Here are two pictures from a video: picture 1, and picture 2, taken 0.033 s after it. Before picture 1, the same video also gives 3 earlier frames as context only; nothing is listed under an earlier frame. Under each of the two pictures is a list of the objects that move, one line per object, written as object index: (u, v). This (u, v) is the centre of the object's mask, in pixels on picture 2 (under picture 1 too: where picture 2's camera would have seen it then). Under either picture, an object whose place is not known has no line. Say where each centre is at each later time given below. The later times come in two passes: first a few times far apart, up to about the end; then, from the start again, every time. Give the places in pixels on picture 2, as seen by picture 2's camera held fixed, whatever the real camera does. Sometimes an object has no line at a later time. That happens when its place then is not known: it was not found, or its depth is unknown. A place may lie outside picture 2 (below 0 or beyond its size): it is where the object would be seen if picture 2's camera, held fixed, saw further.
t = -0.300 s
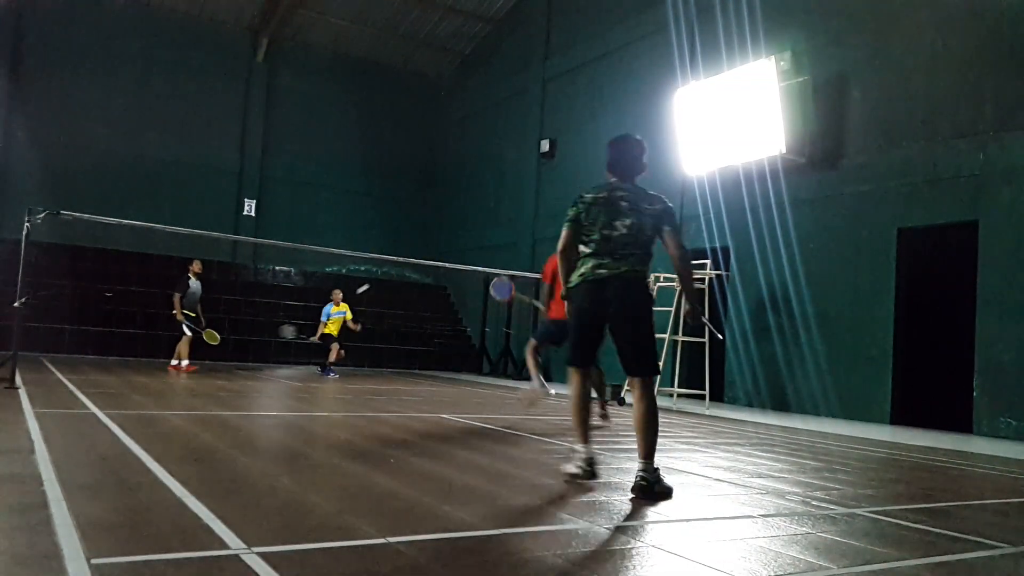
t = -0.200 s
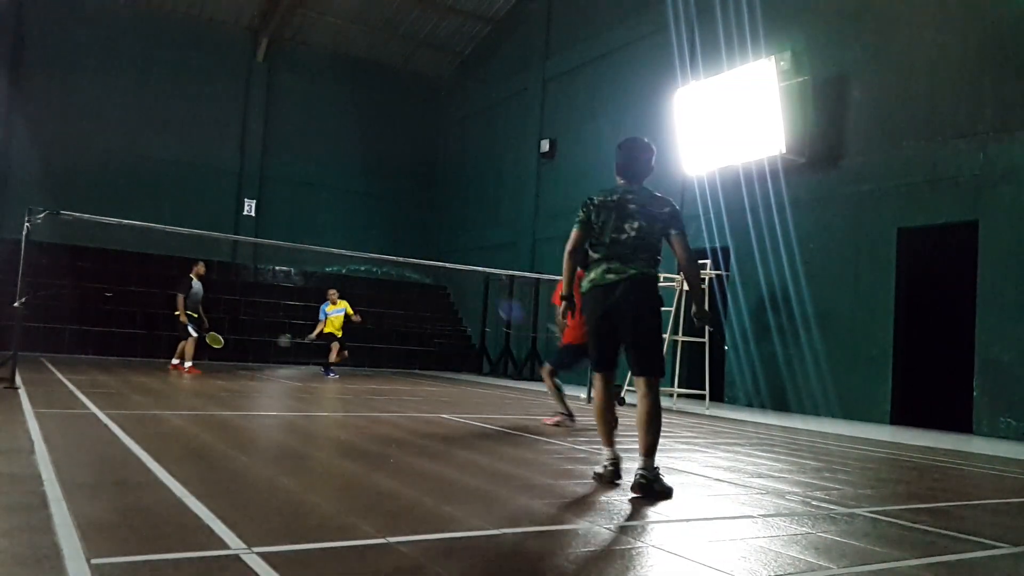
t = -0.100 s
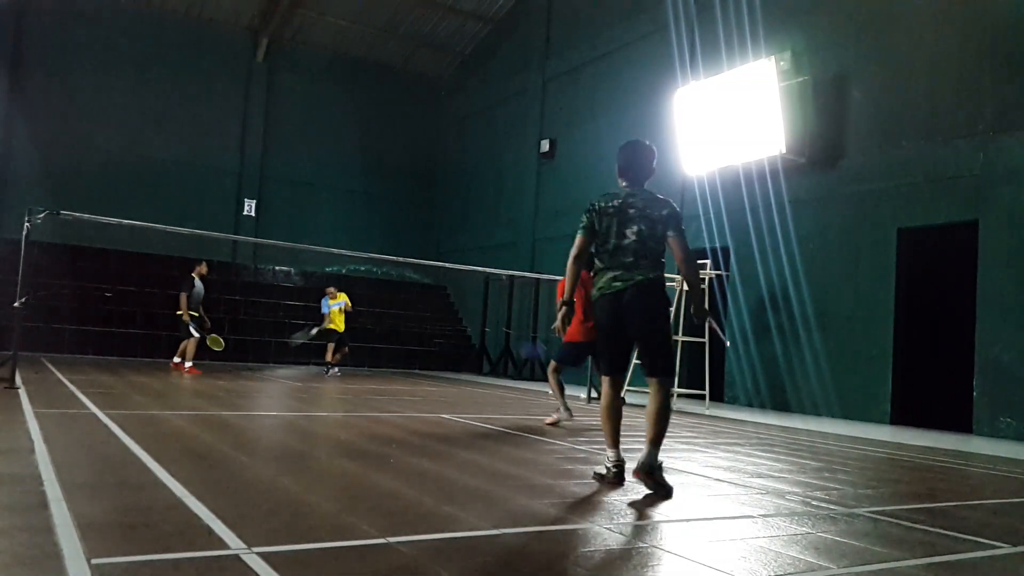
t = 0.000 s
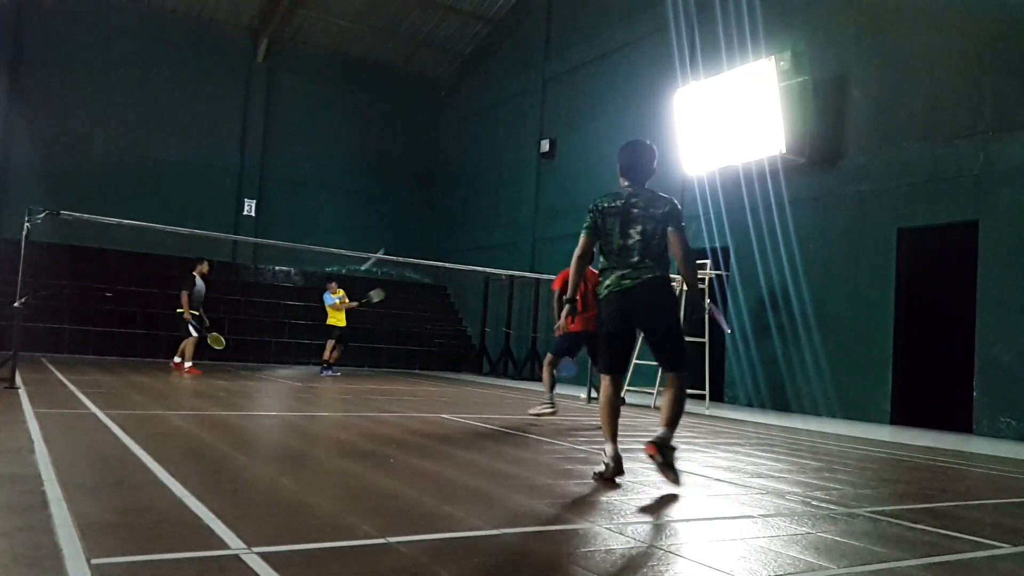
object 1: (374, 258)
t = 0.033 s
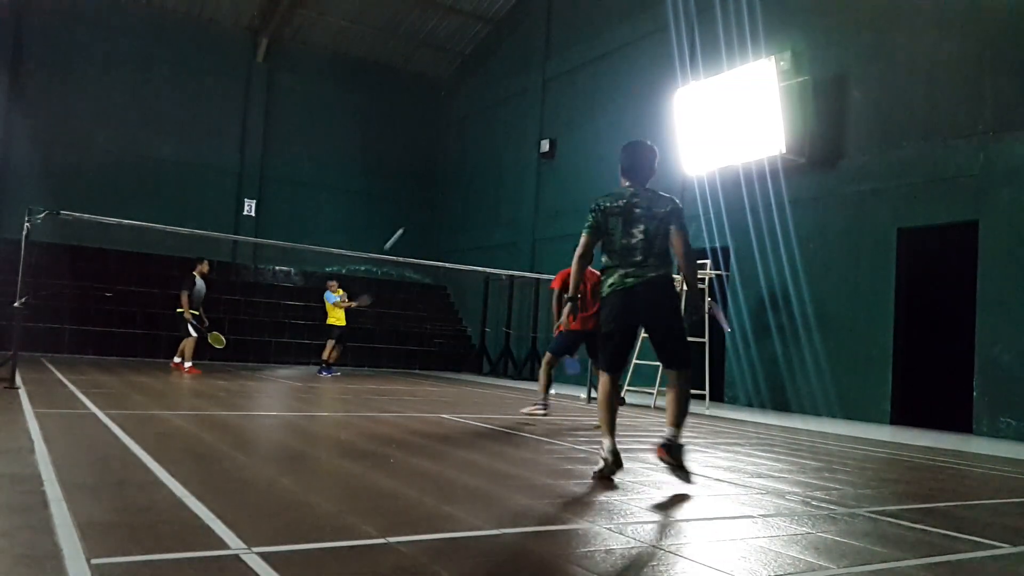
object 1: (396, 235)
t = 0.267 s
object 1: (512, 130)
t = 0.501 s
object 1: (610, 78)
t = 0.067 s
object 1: (414, 216)
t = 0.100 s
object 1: (432, 199)
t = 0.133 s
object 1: (449, 182)
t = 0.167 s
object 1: (466, 168)
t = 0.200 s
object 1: (482, 154)
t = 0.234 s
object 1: (497, 141)
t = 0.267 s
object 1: (512, 130)
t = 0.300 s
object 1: (527, 120)
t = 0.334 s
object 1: (541, 111)
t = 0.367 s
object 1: (556, 102)
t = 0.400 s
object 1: (569, 94)
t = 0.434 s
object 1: (583, 88)
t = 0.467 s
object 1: (596, 83)
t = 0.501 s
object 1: (610, 78)
